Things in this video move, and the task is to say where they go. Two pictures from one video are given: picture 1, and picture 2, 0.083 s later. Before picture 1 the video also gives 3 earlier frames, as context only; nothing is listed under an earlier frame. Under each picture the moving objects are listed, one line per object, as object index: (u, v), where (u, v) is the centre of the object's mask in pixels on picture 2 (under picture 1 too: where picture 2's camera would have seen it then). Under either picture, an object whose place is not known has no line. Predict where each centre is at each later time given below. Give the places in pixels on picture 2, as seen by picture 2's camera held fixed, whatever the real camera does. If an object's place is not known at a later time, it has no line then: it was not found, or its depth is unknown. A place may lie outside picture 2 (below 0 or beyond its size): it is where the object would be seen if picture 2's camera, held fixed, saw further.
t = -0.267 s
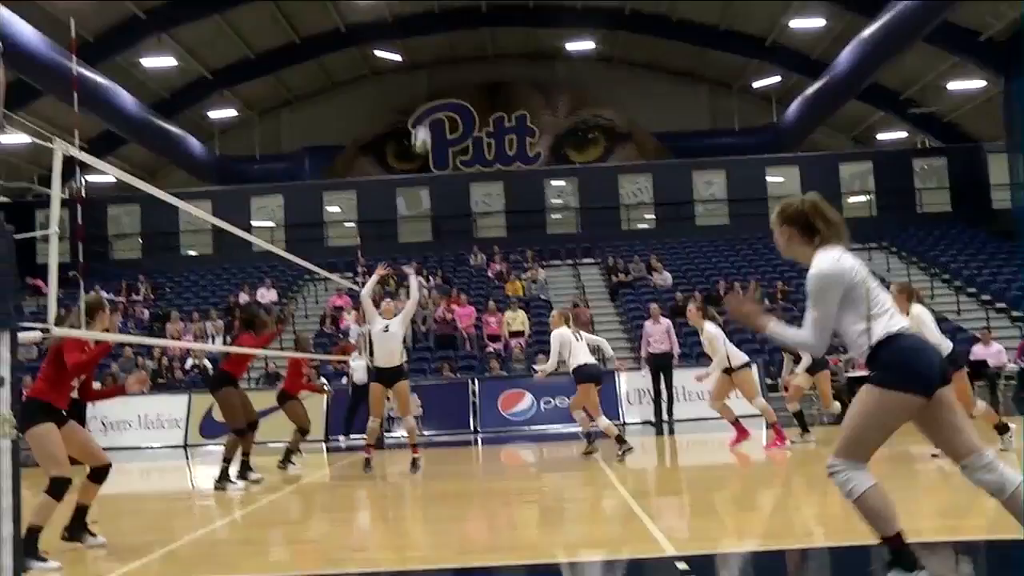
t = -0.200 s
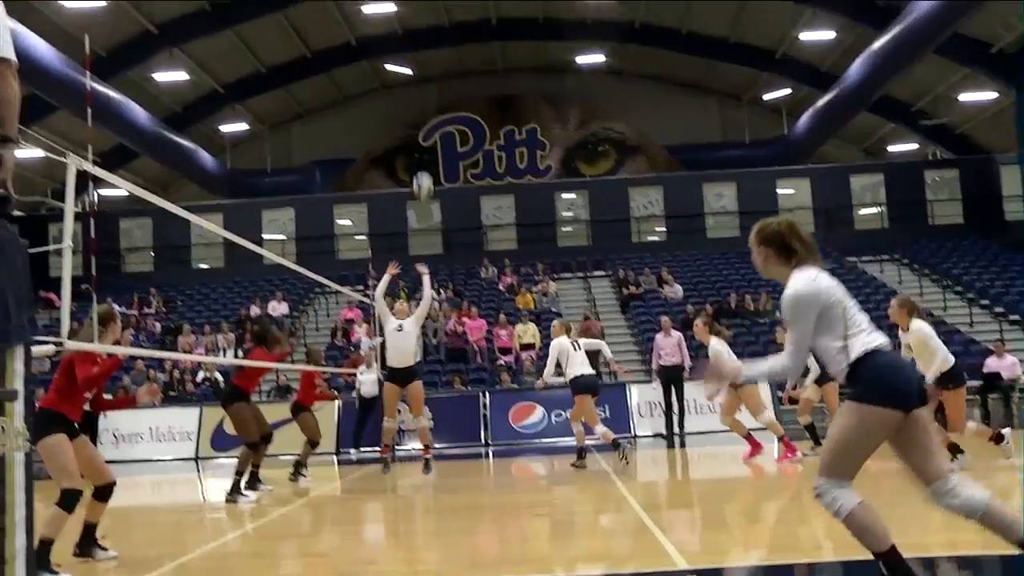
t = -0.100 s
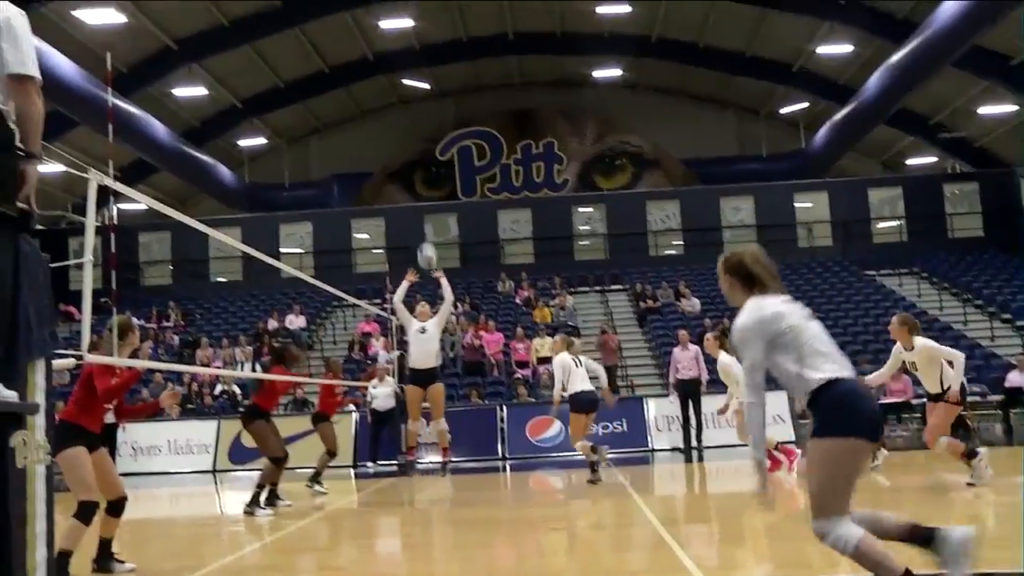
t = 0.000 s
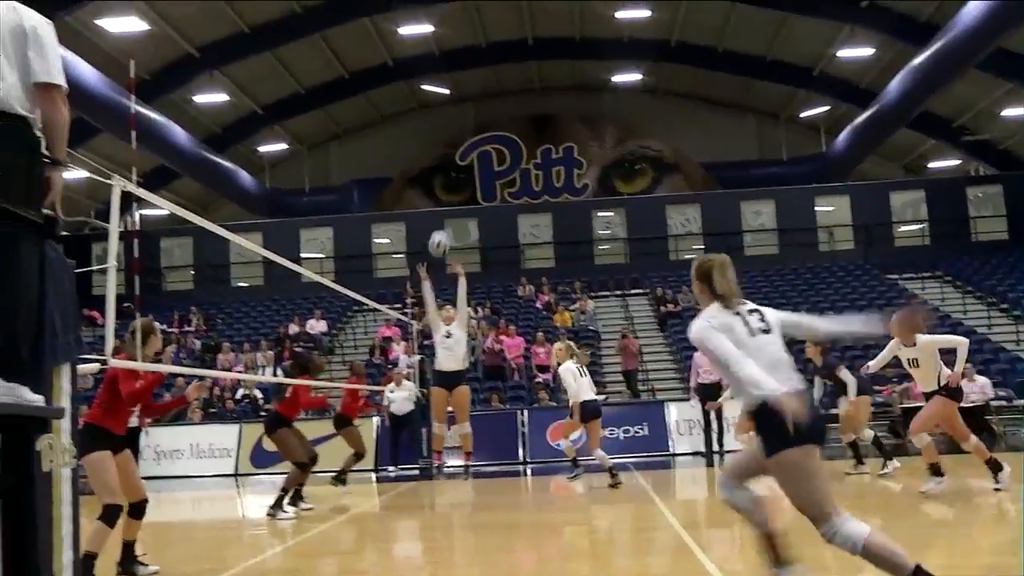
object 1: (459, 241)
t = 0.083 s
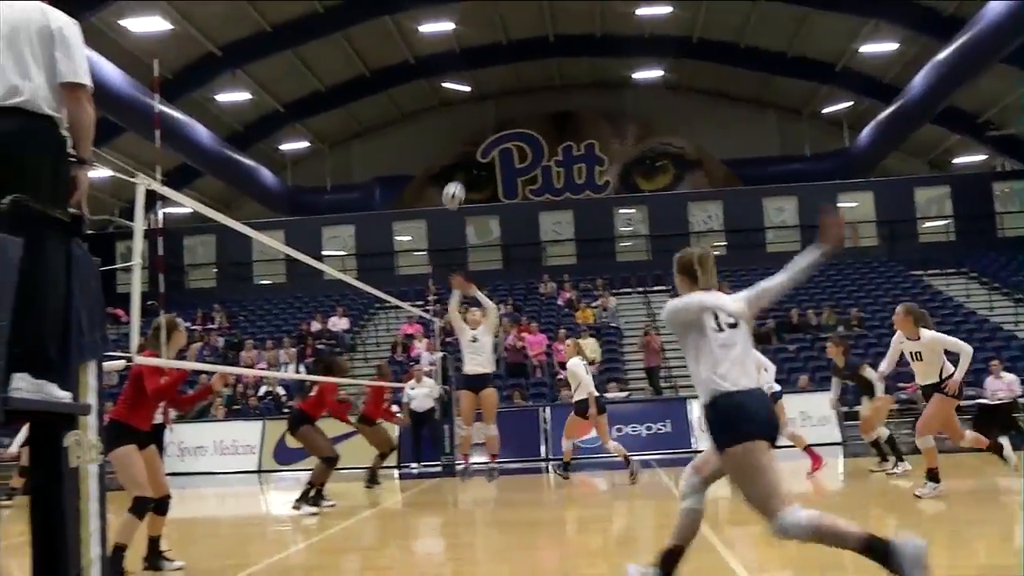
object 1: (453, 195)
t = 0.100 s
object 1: (453, 187)
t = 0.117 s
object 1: (452, 178)
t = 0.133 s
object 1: (451, 170)
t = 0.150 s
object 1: (450, 162)
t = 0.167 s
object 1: (449, 154)
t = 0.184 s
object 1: (448, 147)
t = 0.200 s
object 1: (447, 140)
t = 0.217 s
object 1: (446, 133)
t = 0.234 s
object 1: (446, 126)
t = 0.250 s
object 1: (445, 120)
